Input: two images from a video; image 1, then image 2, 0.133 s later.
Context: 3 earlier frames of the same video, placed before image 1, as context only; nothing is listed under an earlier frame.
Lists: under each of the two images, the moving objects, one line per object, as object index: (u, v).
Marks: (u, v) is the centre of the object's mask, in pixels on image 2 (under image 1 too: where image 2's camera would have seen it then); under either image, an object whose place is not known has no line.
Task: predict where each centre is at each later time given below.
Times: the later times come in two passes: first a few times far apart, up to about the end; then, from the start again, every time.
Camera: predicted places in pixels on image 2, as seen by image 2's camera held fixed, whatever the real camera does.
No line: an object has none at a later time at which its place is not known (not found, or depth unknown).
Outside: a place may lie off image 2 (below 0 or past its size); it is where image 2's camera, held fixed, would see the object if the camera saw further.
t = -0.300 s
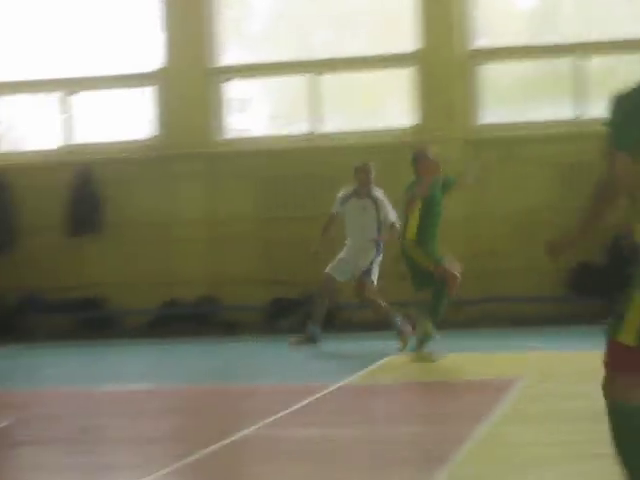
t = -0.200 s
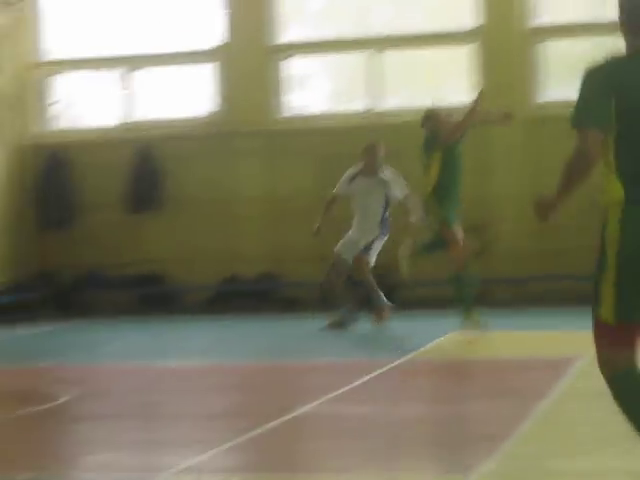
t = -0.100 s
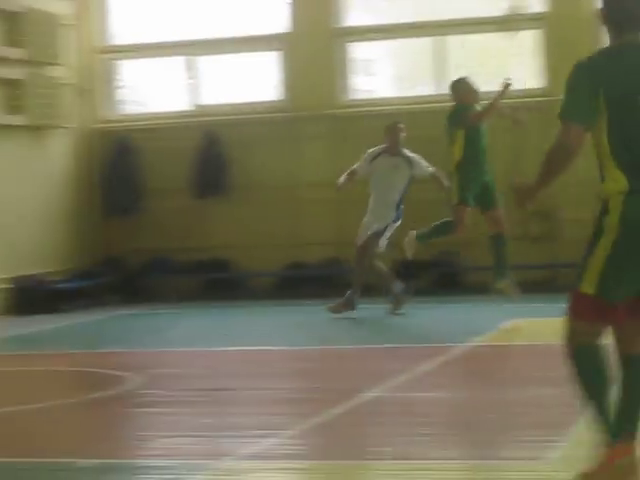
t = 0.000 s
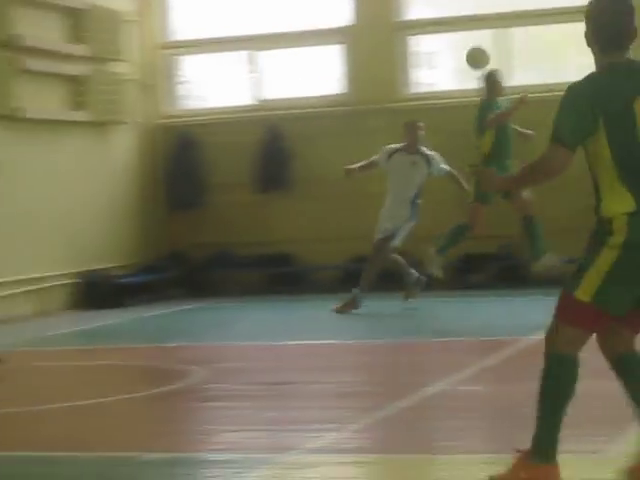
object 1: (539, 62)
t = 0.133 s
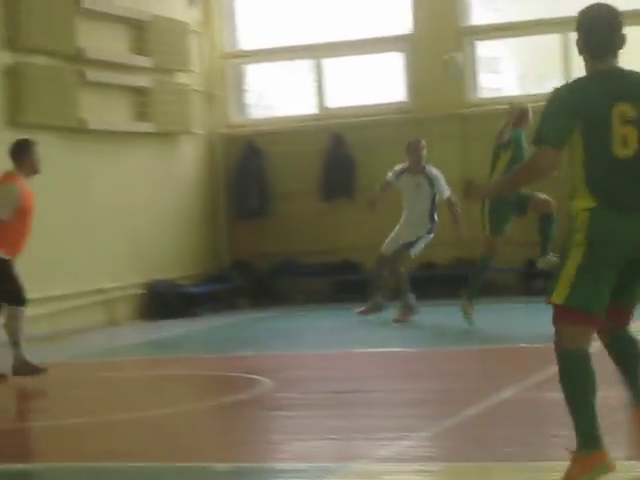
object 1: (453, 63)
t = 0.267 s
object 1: (382, 84)
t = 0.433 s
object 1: (306, 128)
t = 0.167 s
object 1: (436, 65)
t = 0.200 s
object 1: (417, 71)
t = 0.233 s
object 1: (398, 77)
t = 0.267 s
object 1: (382, 84)
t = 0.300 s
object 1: (365, 91)
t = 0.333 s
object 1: (349, 100)
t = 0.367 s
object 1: (333, 107)
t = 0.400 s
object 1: (325, 115)
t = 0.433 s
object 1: (306, 128)
